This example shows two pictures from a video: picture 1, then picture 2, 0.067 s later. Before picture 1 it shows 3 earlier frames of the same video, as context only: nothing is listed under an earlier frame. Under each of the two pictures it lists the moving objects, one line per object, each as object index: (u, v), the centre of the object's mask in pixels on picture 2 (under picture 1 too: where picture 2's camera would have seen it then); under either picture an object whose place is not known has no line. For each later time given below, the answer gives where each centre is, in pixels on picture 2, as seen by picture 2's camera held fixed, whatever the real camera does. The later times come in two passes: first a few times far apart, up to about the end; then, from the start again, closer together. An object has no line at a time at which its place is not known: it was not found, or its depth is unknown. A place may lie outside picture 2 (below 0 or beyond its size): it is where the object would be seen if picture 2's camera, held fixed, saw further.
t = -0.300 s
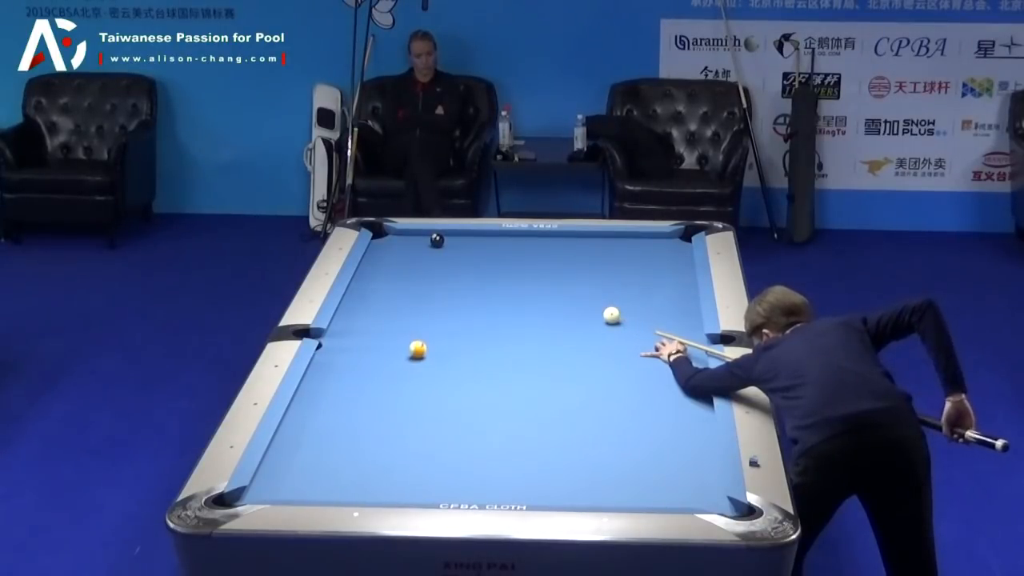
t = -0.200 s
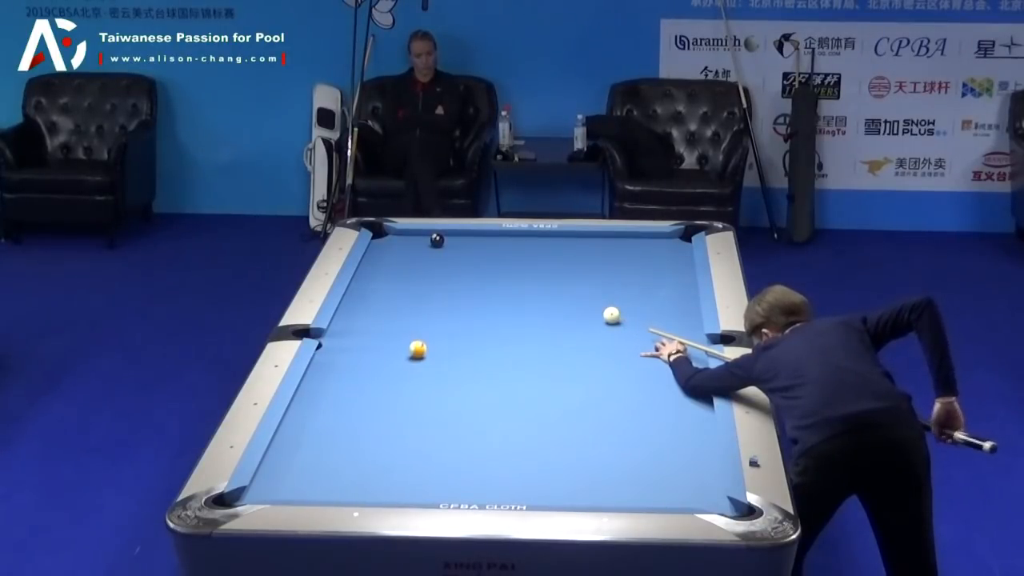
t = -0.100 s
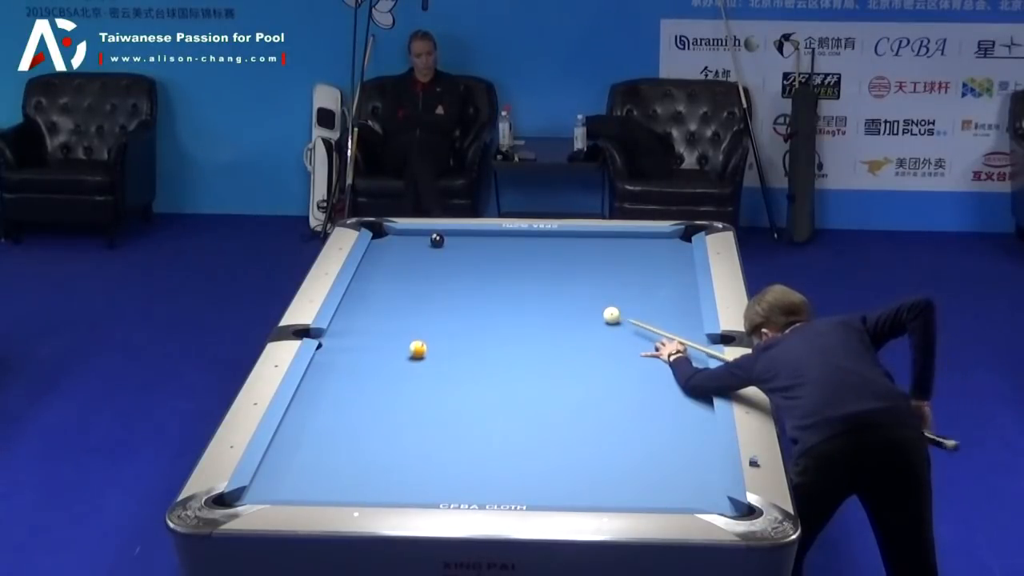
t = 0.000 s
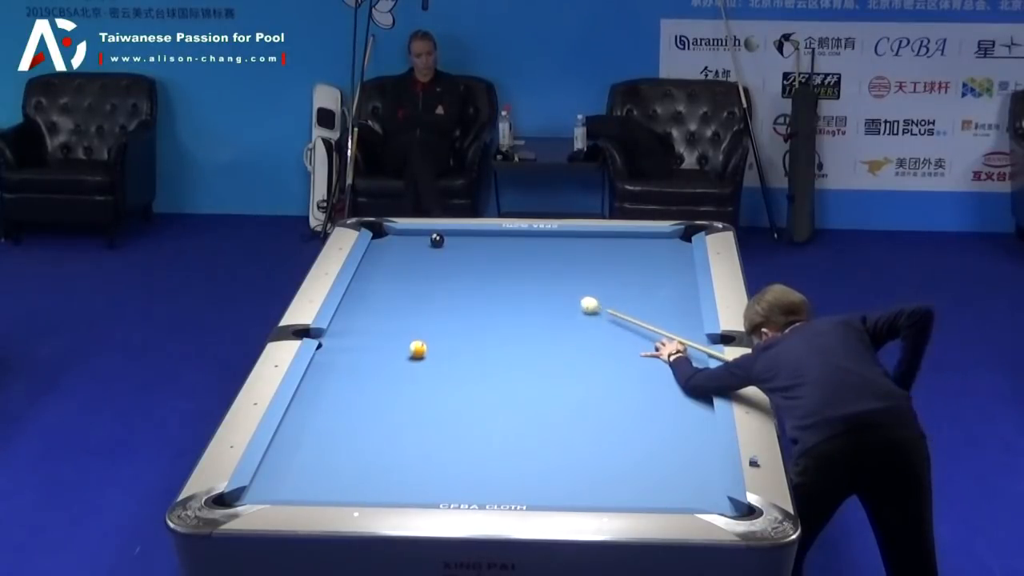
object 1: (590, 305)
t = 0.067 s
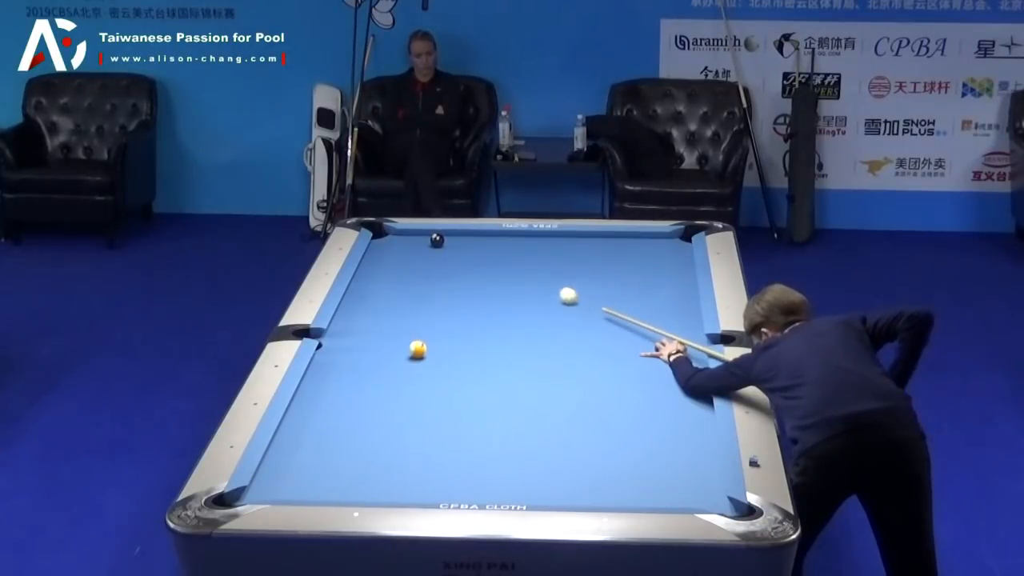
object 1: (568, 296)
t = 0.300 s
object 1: (506, 267)
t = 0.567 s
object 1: (452, 240)
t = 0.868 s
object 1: (466, 239)
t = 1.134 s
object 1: (476, 249)
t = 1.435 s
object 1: (486, 259)
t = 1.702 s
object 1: (496, 268)
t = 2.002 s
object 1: (506, 277)
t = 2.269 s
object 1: (516, 286)
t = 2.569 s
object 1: (526, 296)
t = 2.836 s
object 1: (535, 304)
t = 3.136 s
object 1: (544, 313)
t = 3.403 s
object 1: (553, 320)
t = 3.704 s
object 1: (562, 329)
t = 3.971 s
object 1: (570, 336)
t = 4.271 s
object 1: (578, 344)
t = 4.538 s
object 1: (584, 350)
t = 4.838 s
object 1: (592, 357)
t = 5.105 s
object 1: (597, 362)
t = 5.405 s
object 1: (602, 367)
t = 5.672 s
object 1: (606, 372)
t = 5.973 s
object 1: (610, 376)
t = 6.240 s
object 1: (613, 379)
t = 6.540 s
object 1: (615, 382)
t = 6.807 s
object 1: (617, 384)
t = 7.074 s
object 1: (618, 385)
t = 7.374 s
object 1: (618, 386)
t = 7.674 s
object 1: (617, 386)
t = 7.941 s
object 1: (618, 386)
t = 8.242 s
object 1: (618, 386)
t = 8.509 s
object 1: (618, 386)
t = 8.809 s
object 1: (617, 386)
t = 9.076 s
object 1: (617, 386)
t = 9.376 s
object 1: (617, 386)
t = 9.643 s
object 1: (617, 386)
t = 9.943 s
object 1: (617, 386)
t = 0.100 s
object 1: (559, 291)
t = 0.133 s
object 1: (549, 287)
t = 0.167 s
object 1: (540, 283)
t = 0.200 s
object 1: (532, 279)
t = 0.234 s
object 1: (523, 275)
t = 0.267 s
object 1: (515, 271)
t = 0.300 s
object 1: (506, 267)
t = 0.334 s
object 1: (498, 264)
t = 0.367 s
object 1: (490, 260)
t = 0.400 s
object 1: (482, 257)
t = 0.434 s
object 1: (474, 253)
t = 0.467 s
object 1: (467, 249)
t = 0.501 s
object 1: (459, 246)
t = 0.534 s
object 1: (452, 242)
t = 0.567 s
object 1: (452, 240)
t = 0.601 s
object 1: (455, 238)
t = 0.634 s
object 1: (457, 236)
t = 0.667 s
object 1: (459, 234)
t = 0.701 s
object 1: (460, 233)
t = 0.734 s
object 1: (461, 234)
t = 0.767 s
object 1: (462, 236)
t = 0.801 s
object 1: (464, 237)
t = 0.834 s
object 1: (465, 238)
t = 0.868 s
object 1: (466, 239)
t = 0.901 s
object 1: (467, 240)
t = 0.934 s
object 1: (468, 241)
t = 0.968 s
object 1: (469, 243)
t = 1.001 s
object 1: (471, 244)
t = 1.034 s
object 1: (472, 245)
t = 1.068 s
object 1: (473, 246)
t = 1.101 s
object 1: (474, 247)
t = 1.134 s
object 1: (476, 249)
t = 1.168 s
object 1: (477, 250)
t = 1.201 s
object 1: (478, 251)
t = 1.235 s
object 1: (479, 252)
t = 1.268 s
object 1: (480, 253)
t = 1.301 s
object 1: (482, 254)
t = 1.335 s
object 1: (483, 255)
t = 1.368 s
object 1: (484, 256)
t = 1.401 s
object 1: (485, 258)
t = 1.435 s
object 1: (486, 259)
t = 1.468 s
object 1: (488, 260)
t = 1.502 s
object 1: (489, 261)
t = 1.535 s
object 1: (490, 262)
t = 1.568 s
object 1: (491, 263)
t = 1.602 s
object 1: (492, 264)
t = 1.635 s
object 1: (494, 266)
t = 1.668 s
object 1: (495, 266)
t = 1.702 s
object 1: (496, 268)
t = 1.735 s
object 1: (497, 269)
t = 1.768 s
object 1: (498, 269)
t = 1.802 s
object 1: (499, 271)
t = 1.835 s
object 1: (501, 272)
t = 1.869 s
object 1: (502, 273)
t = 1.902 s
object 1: (503, 274)
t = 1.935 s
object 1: (504, 275)
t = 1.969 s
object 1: (505, 276)
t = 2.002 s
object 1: (506, 277)
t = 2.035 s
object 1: (508, 279)
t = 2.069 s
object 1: (509, 279)
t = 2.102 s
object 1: (510, 281)
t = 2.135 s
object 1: (511, 282)
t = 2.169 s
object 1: (512, 283)
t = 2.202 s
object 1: (513, 284)
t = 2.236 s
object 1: (514, 285)
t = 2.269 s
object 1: (516, 286)
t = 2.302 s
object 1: (517, 287)
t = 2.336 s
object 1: (518, 288)
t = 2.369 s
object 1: (519, 290)
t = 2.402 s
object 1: (520, 290)
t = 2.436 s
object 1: (521, 292)
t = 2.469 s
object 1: (522, 293)
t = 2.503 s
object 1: (524, 294)
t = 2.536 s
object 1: (525, 295)
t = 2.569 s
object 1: (526, 296)
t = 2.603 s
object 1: (527, 297)
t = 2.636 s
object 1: (528, 298)
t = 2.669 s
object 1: (529, 299)
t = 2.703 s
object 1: (530, 300)
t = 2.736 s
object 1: (531, 301)
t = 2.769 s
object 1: (532, 302)
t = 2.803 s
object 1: (534, 303)
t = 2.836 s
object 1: (535, 304)
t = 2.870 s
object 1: (536, 305)
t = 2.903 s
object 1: (537, 306)
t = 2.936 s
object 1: (538, 307)
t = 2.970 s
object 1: (539, 308)
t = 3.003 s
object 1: (540, 309)
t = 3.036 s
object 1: (541, 310)
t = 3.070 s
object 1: (542, 311)
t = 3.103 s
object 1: (543, 312)
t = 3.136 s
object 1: (544, 313)
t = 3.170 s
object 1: (545, 314)
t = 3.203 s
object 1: (547, 315)
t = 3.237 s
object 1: (548, 316)
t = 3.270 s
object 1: (549, 317)
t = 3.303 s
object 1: (550, 318)
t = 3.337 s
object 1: (551, 319)
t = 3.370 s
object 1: (552, 320)
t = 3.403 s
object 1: (553, 320)
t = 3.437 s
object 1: (554, 322)
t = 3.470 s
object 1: (555, 322)
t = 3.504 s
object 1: (556, 324)
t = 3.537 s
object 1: (557, 325)
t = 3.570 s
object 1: (558, 325)
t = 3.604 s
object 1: (559, 326)
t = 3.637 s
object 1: (560, 327)
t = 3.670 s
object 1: (561, 328)
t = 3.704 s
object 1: (562, 329)
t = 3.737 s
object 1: (563, 330)
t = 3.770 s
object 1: (564, 331)
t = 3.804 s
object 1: (565, 332)
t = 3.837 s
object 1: (566, 332)
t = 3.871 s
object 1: (567, 333)
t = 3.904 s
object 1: (568, 334)
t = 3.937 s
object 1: (569, 335)
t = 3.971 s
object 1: (570, 336)
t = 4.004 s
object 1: (570, 337)
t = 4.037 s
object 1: (571, 338)
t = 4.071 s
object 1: (572, 338)
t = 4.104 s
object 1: (573, 339)
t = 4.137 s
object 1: (574, 340)
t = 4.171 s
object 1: (575, 341)
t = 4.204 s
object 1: (576, 342)
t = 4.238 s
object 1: (577, 343)
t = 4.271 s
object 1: (578, 344)
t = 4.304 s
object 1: (579, 344)
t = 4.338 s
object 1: (579, 345)
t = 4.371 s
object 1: (580, 346)
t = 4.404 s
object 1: (581, 347)
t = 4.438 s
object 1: (582, 348)
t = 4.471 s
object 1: (583, 349)
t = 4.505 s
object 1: (584, 349)
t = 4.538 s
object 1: (584, 350)
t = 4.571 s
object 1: (585, 351)
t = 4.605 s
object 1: (586, 352)
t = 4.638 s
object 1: (587, 352)
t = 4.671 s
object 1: (588, 353)
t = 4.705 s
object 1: (588, 354)
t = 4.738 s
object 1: (589, 355)
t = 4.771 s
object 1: (590, 355)
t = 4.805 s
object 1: (591, 356)
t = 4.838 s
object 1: (592, 357)
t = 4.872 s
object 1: (593, 357)
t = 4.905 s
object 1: (593, 358)
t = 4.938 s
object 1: (594, 359)
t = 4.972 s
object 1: (595, 360)
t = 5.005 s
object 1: (595, 360)
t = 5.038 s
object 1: (596, 361)
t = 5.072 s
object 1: (596, 361)
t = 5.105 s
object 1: (597, 362)
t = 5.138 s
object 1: (597, 363)
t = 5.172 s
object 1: (598, 363)
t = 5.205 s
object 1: (599, 364)
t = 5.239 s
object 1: (599, 365)
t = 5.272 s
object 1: (600, 365)
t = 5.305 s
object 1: (600, 366)
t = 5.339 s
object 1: (601, 366)
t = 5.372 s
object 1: (602, 367)
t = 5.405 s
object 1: (602, 367)
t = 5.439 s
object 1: (603, 368)
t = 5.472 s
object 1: (603, 369)
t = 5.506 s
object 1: (604, 369)
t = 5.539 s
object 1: (604, 370)
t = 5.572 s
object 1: (605, 370)
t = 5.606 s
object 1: (605, 371)
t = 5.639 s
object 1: (606, 371)
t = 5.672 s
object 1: (606, 372)
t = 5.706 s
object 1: (607, 372)
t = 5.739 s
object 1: (607, 373)
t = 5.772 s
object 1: (608, 373)
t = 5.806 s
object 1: (608, 374)
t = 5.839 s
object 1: (609, 374)
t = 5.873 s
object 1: (609, 375)
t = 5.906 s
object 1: (610, 375)
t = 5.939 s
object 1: (610, 376)
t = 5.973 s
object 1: (610, 376)
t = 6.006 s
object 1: (611, 376)
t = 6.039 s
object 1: (611, 377)
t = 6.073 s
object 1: (612, 377)
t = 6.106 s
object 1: (612, 378)
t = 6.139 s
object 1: (612, 378)
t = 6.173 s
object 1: (612, 378)
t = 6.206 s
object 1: (613, 379)
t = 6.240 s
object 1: (613, 379)
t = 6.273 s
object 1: (613, 380)
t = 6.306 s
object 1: (613, 380)
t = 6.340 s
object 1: (614, 380)
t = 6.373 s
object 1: (614, 381)
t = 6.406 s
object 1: (614, 381)
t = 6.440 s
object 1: (615, 381)
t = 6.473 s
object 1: (614, 382)
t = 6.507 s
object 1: (615, 382)
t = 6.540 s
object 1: (615, 382)
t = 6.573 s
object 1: (615, 383)
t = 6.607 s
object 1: (615, 383)
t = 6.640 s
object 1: (616, 383)
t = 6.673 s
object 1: (616, 383)
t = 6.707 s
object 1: (616, 383)
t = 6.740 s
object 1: (616, 384)
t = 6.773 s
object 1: (617, 384)
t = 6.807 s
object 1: (617, 384)
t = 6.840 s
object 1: (617, 384)
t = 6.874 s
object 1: (617, 385)
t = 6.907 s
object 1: (617, 385)
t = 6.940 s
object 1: (617, 385)
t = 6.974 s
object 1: (618, 385)
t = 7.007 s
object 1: (618, 385)
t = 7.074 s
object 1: (618, 385)
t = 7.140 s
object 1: (618, 385)
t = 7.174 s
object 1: (618, 386)
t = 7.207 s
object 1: (618, 386)
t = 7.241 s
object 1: (618, 386)
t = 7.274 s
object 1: (618, 386)
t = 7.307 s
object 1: (618, 386)
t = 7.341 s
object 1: (618, 386)
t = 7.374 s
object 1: (618, 386)
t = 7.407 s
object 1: (618, 386)
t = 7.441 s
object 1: (618, 386)
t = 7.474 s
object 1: (618, 386)
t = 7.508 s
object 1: (617, 386)
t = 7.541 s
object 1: (617, 386)
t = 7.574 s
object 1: (618, 386)
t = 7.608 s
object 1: (617, 386)
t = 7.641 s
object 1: (617, 386)
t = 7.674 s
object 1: (617, 386)
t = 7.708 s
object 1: (617, 386)
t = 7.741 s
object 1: (617, 386)
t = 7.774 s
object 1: (618, 386)
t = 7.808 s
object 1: (617, 386)
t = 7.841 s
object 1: (618, 386)
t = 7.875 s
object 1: (618, 386)
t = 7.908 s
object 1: (618, 386)
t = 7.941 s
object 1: (618, 386)
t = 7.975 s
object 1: (618, 386)
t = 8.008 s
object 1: (617, 386)
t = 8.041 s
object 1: (617, 386)
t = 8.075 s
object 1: (618, 386)
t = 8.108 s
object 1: (618, 386)
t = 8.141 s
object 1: (618, 386)
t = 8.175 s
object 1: (618, 386)
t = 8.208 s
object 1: (618, 386)
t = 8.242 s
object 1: (618, 386)
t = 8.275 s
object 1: (618, 386)
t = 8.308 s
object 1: (618, 386)
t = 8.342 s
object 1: (618, 386)
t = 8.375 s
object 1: (618, 386)
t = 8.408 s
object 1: (617, 386)
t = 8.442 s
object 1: (617, 386)
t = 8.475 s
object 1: (617, 386)
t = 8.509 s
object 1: (618, 386)
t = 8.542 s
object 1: (618, 386)
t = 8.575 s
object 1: (618, 386)
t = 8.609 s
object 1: (618, 386)
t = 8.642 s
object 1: (618, 386)
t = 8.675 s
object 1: (618, 386)
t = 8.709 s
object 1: (617, 386)
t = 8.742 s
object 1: (618, 386)
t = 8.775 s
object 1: (618, 386)
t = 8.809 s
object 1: (617, 386)
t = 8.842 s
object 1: (617, 386)
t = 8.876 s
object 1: (618, 386)
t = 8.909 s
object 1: (618, 386)
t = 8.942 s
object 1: (617, 386)
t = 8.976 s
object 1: (618, 386)
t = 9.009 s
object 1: (617, 386)
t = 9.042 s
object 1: (618, 386)
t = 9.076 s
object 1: (617, 386)
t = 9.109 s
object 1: (617, 386)
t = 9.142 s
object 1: (617, 386)
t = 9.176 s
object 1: (617, 386)
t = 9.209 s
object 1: (617, 386)
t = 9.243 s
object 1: (617, 386)
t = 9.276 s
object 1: (617, 386)
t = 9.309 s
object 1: (617, 386)
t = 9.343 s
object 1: (617, 386)
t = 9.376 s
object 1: (617, 386)
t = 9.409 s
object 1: (617, 386)
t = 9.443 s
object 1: (617, 386)
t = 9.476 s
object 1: (617, 386)
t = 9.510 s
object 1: (617, 386)
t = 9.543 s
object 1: (617, 386)
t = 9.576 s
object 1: (617, 386)
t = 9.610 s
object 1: (617, 386)
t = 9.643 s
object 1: (617, 386)
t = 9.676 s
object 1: (617, 386)
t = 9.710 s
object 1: (618, 386)
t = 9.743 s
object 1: (617, 386)
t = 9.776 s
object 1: (618, 386)
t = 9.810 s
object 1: (617, 386)
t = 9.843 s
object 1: (617, 386)
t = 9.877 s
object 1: (617, 386)
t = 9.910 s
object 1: (617, 386)
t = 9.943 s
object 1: (617, 386)
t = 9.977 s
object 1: (617, 386)
